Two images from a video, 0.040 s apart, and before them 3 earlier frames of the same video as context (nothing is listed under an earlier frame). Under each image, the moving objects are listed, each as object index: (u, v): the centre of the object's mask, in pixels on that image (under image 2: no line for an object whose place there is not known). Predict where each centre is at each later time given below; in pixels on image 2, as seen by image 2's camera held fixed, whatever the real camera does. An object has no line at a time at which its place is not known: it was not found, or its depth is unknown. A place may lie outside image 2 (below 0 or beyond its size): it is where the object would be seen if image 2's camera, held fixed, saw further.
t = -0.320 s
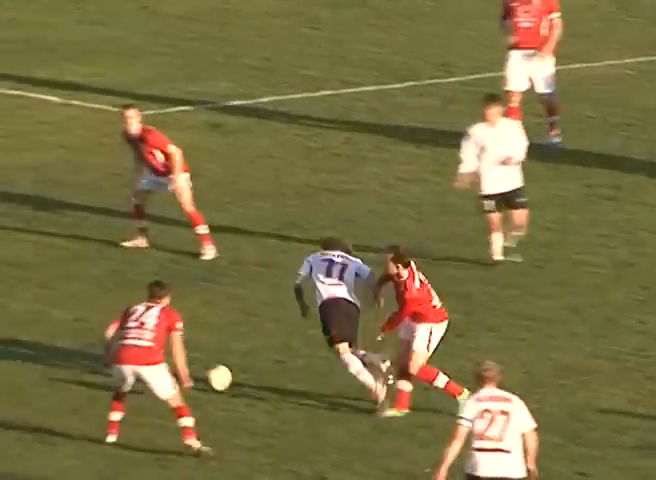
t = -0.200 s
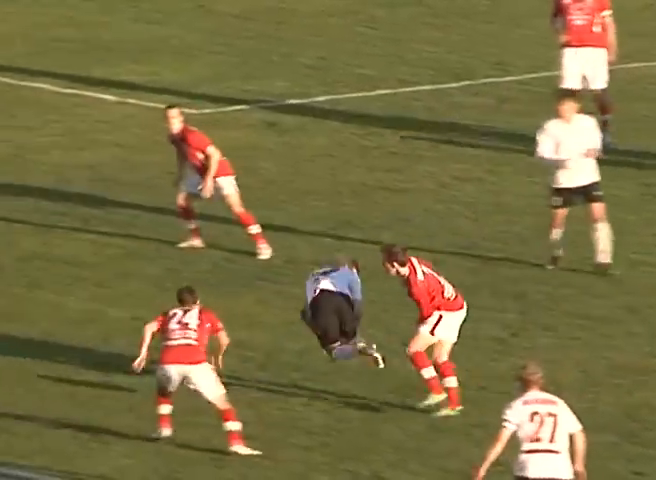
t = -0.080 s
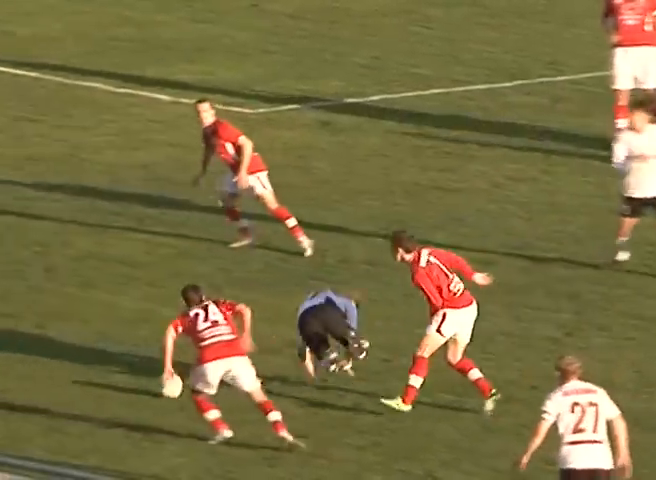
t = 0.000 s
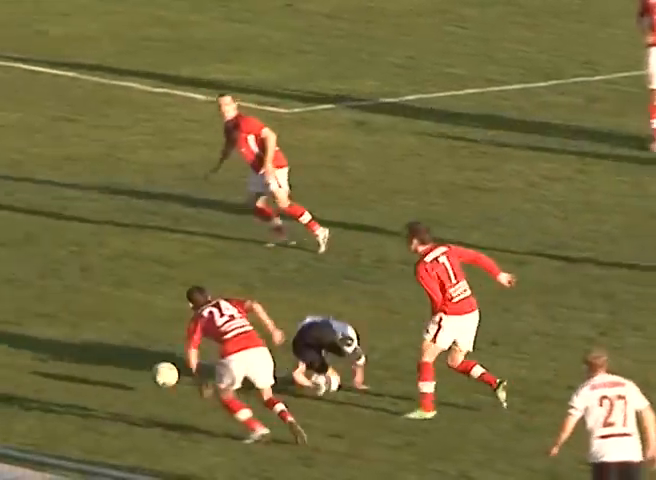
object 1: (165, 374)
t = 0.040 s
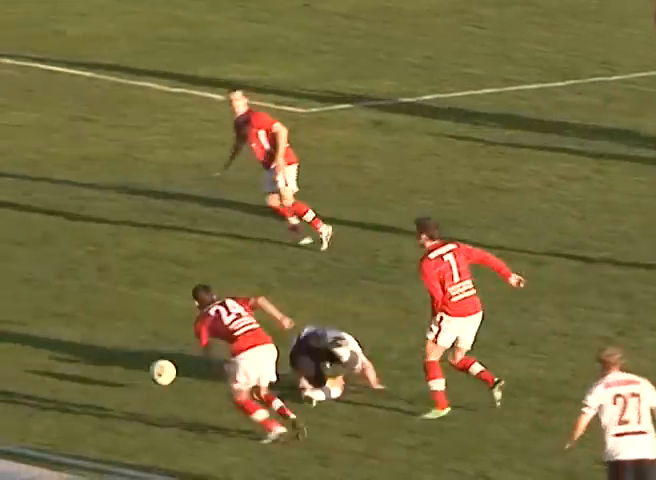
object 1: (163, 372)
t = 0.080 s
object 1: (143, 371)
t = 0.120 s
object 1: (124, 373)
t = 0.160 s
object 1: (106, 377)
